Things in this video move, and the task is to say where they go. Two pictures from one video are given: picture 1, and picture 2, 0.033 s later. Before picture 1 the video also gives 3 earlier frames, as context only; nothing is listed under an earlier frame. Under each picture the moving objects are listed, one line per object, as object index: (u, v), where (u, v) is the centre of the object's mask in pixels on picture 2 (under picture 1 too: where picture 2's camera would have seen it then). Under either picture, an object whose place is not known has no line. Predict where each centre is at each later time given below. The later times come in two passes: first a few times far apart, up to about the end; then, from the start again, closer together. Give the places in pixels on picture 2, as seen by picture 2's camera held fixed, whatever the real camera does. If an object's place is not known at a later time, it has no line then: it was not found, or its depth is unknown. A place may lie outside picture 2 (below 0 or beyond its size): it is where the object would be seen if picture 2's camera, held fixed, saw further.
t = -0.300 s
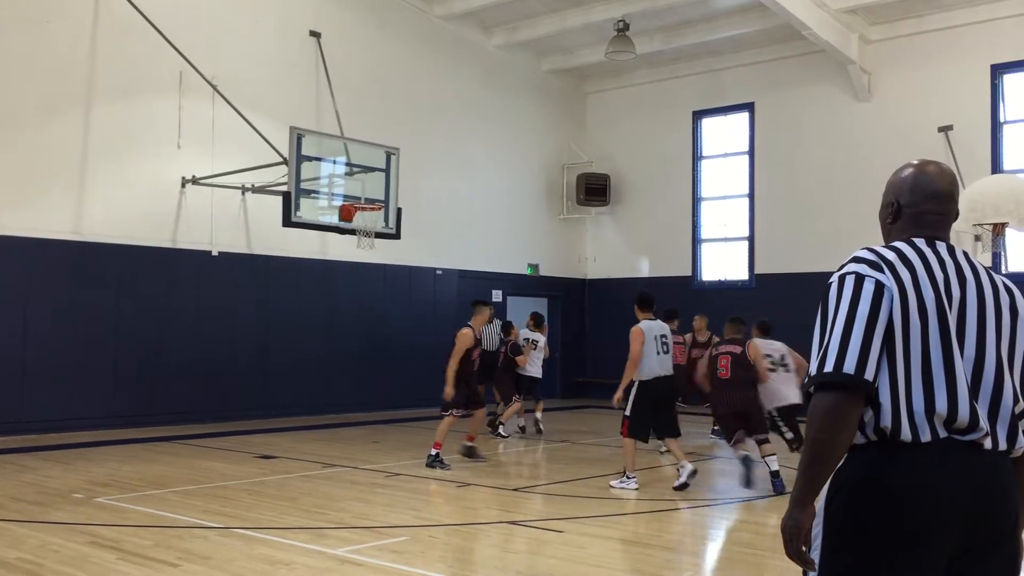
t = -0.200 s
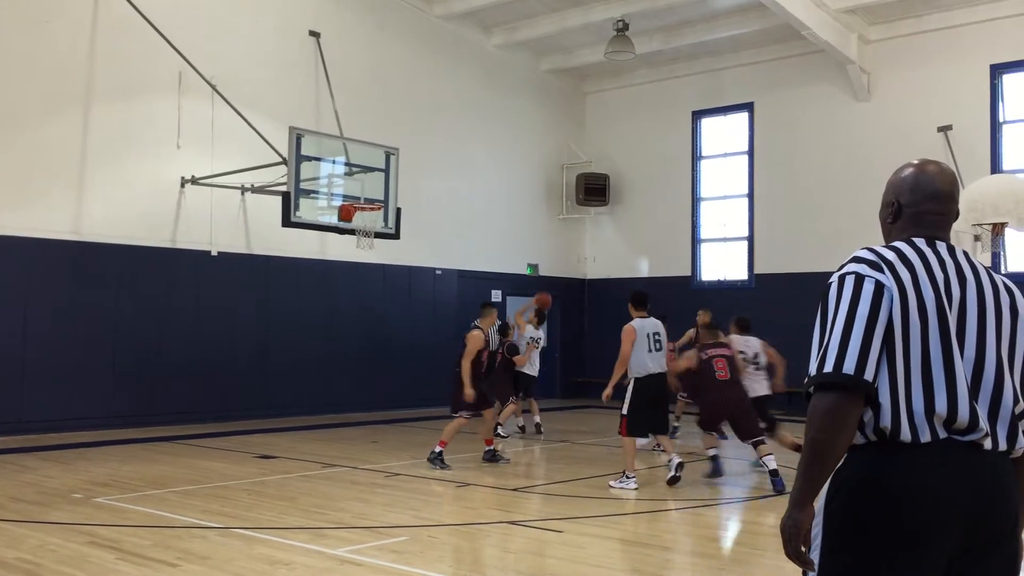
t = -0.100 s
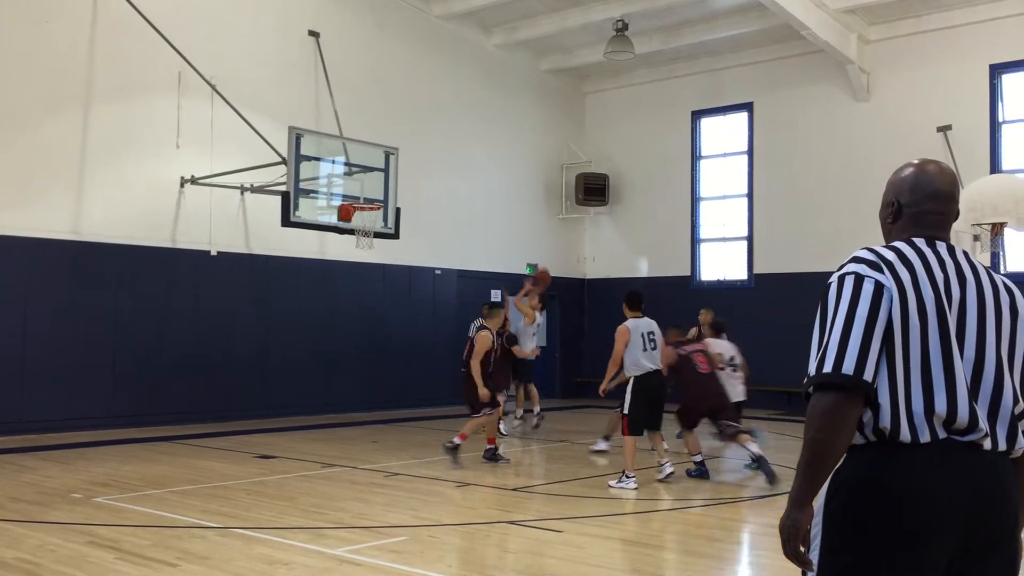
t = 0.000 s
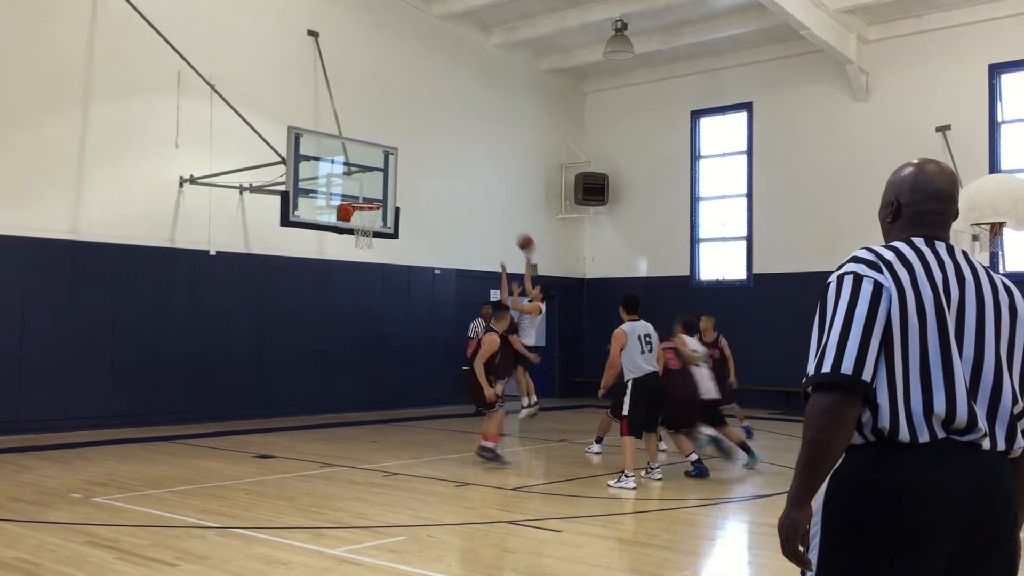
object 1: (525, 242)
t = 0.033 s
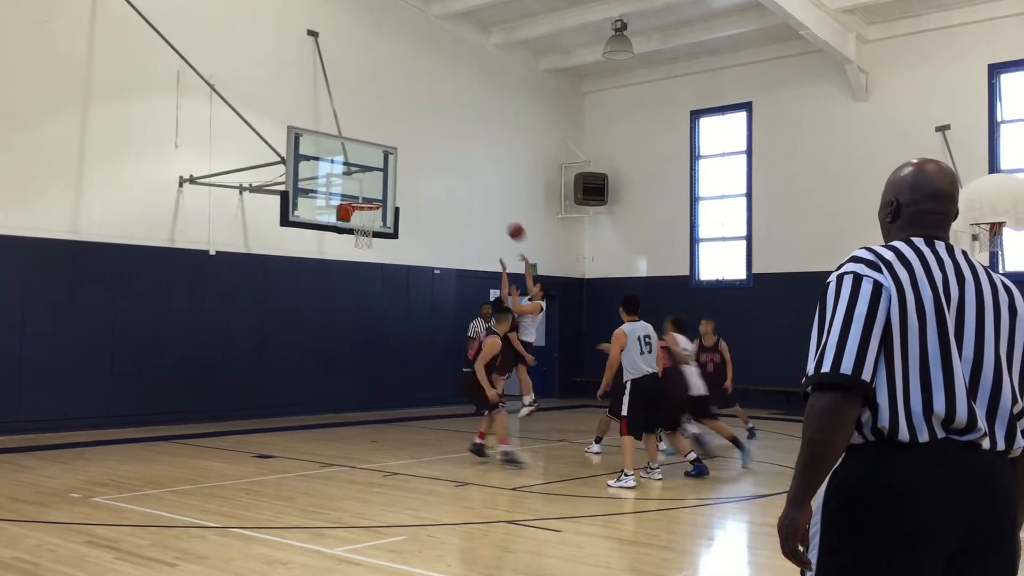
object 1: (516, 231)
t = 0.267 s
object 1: (448, 172)
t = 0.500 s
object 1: (377, 148)
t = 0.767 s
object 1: (364, 166)
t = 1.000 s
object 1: (351, 231)
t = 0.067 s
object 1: (506, 221)
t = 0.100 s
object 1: (497, 211)
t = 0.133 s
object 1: (487, 202)
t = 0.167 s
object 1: (477, 193)
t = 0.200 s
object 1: (468, 185)
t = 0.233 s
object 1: (458, 178)
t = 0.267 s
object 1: (448, 172)
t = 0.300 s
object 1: (438, 166)
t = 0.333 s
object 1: (428, 162)
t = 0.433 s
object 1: (399, 151)
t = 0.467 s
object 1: (388, 149)
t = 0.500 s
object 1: (377, 148)
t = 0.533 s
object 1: (373, 148)
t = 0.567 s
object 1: (372, 148)
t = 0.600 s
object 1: (370, 149)
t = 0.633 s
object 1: (369, 151)
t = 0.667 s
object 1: (368, 153)
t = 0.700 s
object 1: (366, 157)
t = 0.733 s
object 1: (365, 161)
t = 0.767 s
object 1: (364, 166)
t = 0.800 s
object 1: (362, 173)
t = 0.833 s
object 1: (360, 180)
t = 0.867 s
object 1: (358, 188)
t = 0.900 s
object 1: (357, 197)
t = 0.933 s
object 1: (355, 208)
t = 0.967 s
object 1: (350, 216)
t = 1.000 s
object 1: (351, 231)
